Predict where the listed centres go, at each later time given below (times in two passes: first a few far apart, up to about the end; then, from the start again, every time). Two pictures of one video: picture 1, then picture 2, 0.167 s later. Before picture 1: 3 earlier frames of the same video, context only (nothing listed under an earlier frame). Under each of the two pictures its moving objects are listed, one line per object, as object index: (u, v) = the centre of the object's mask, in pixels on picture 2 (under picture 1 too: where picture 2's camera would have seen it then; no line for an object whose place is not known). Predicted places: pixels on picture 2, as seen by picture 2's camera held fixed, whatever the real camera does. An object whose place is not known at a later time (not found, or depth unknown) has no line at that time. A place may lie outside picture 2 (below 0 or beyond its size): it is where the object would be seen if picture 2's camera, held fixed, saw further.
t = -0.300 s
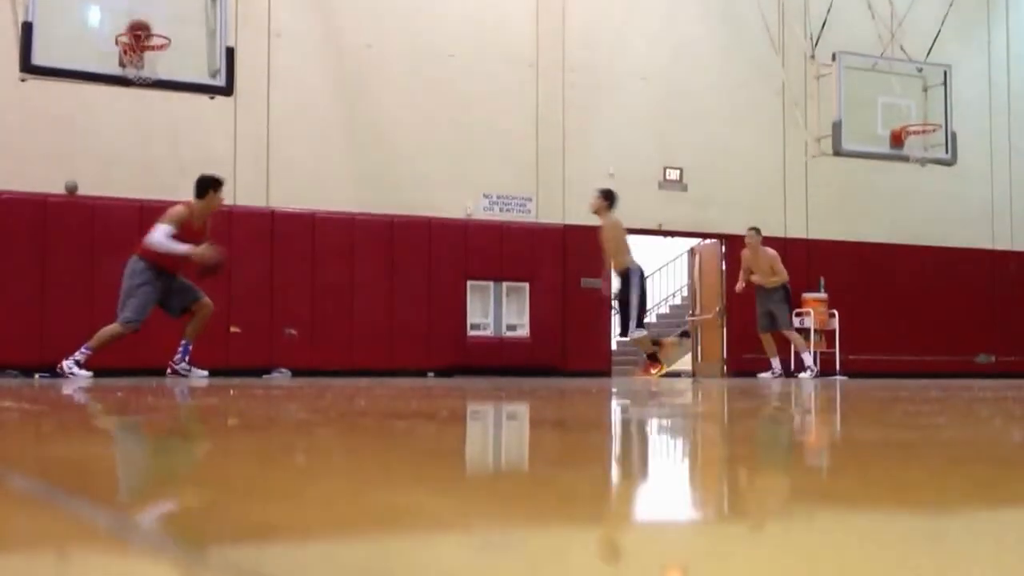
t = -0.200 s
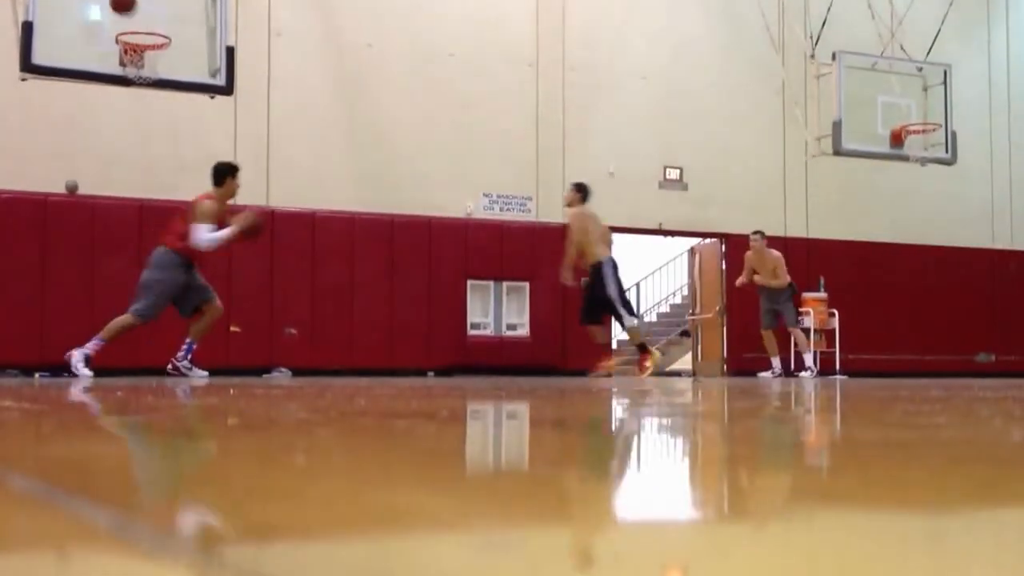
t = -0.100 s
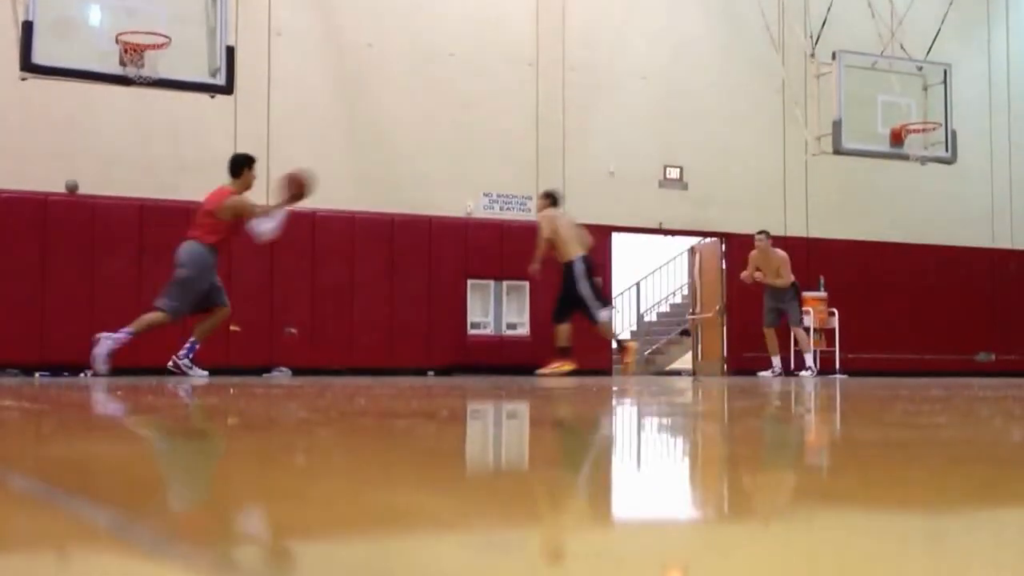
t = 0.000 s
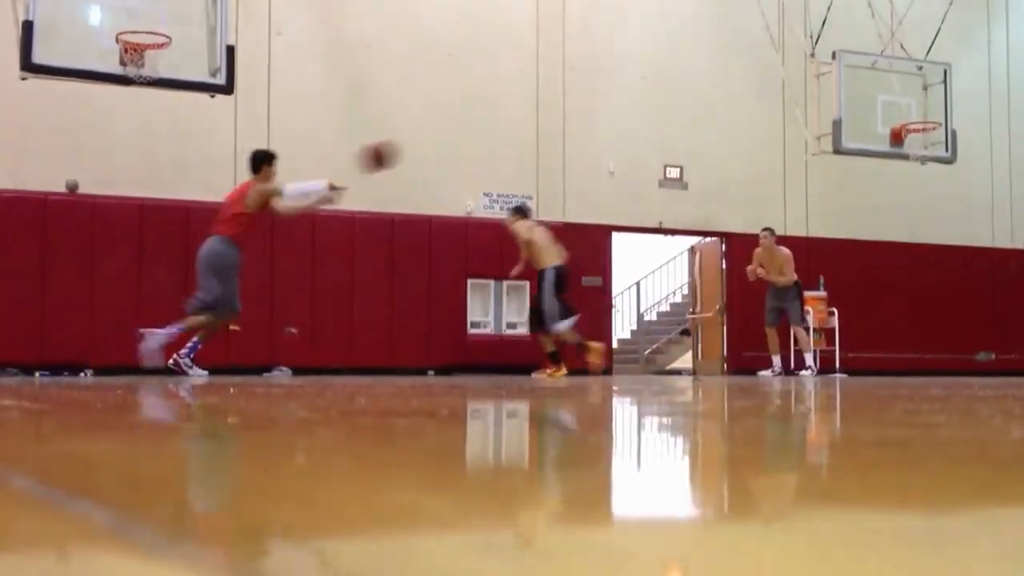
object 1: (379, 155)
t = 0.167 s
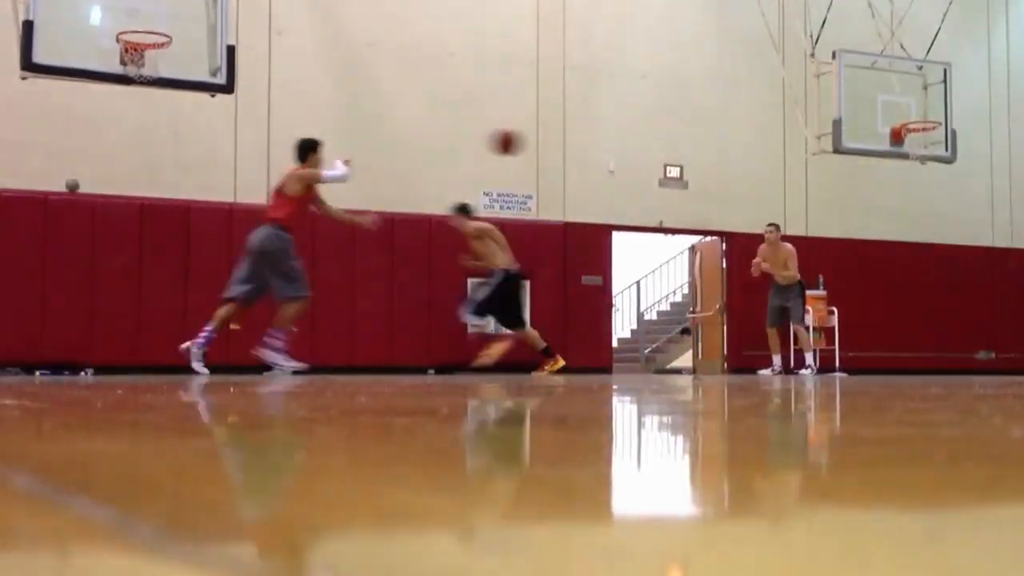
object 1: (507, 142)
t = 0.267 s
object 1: (572, 148)
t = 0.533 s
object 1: (713, 204)
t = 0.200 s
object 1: (529, 143)
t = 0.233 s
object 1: (549, 145)
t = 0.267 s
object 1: (572, 148)
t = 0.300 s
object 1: (592, 152)
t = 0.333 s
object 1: (611, 158)
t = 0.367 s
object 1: (629, 163)
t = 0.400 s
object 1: (645, 169)
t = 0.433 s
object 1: (662, 178)
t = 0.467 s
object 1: (682, 186)
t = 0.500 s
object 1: (698, 195)
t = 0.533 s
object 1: (713, 204)
